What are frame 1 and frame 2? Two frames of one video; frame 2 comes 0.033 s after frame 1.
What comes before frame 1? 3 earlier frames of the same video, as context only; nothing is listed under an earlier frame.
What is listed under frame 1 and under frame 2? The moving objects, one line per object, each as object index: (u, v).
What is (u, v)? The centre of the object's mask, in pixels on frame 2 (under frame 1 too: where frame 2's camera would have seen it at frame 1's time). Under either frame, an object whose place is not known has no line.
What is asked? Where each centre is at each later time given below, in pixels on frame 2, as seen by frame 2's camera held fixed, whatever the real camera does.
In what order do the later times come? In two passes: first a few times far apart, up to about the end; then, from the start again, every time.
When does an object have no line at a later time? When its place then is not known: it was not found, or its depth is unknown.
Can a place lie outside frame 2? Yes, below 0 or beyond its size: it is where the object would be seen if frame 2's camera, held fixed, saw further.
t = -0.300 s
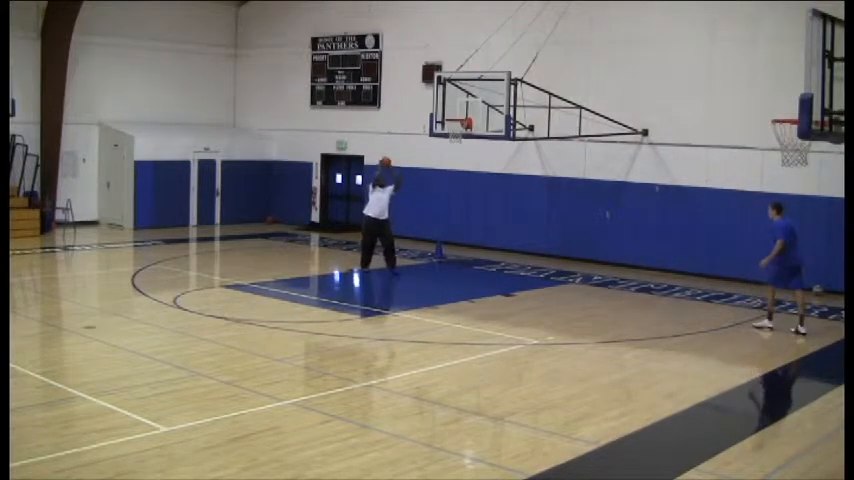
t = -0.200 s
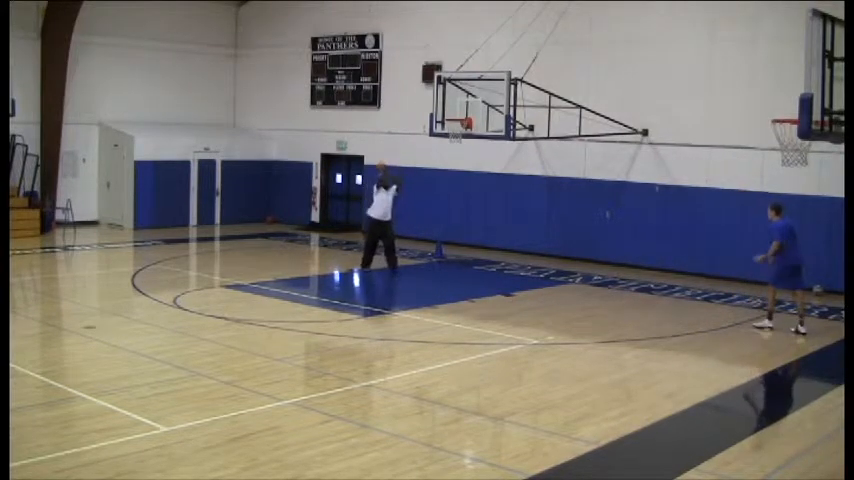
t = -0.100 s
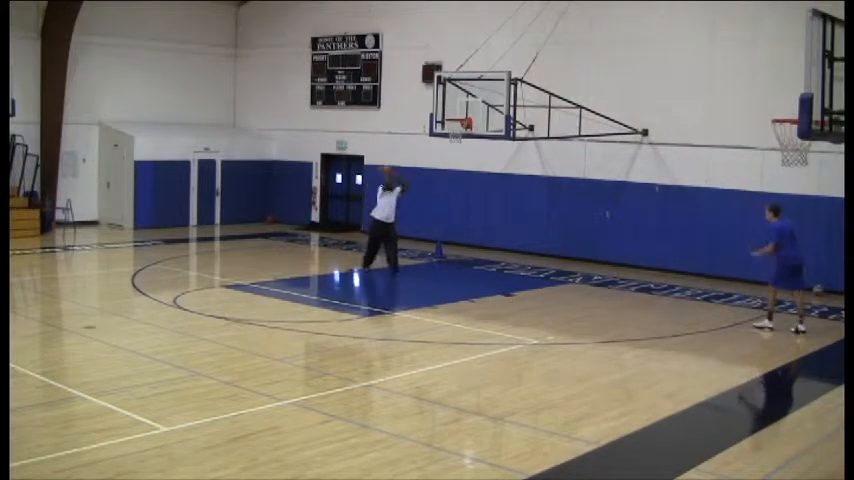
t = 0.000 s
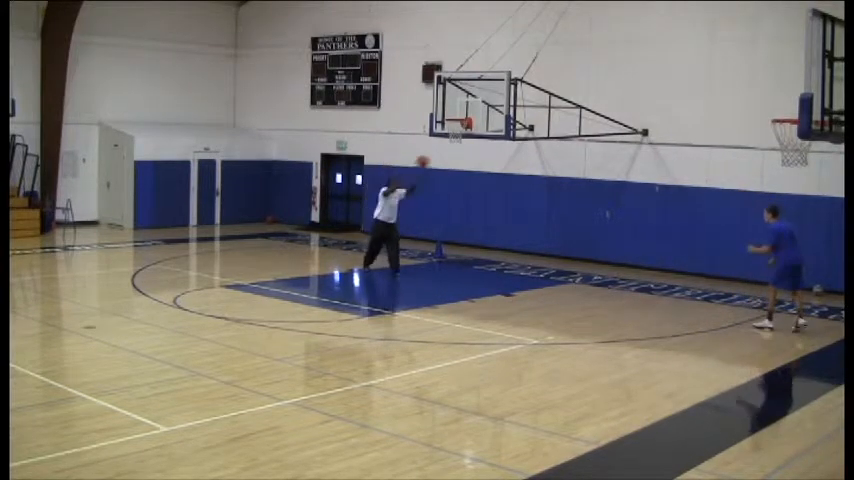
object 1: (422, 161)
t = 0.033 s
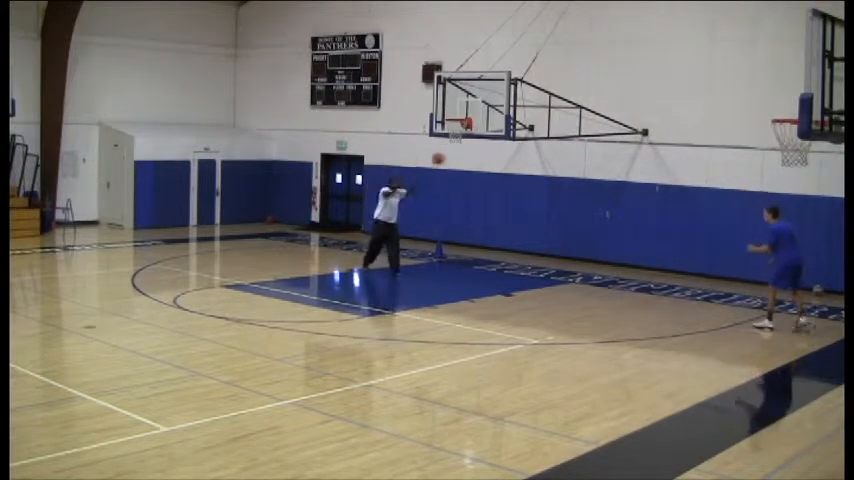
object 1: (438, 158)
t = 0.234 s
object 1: (534, 158)
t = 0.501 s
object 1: (682, 192)
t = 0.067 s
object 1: (453, 157)
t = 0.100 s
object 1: (469, 156)
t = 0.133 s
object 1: (484, 155)
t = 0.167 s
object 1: (501, 155)
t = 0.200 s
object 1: (517, 156)
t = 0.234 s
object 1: (534, 158)
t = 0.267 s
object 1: (551, 159)
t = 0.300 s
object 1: (569, 162)
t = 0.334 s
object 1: (587, 166)
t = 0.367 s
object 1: (604, 169)
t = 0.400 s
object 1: (624, 174)
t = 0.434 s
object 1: (643, 178)
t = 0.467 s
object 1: (663, 186)
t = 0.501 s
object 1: (682, 192)
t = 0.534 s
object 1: (700, 199)
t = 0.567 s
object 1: (719, 207)
